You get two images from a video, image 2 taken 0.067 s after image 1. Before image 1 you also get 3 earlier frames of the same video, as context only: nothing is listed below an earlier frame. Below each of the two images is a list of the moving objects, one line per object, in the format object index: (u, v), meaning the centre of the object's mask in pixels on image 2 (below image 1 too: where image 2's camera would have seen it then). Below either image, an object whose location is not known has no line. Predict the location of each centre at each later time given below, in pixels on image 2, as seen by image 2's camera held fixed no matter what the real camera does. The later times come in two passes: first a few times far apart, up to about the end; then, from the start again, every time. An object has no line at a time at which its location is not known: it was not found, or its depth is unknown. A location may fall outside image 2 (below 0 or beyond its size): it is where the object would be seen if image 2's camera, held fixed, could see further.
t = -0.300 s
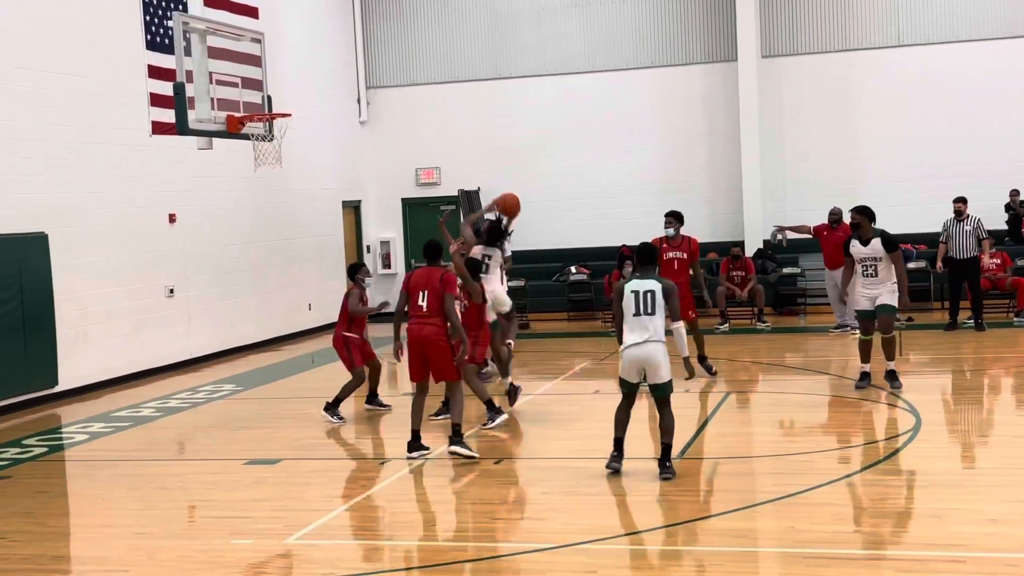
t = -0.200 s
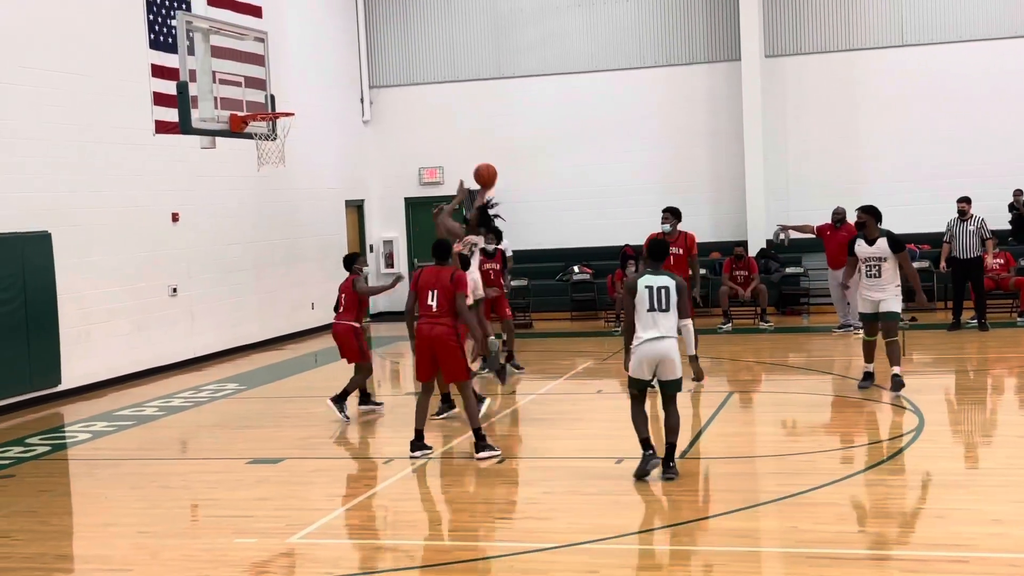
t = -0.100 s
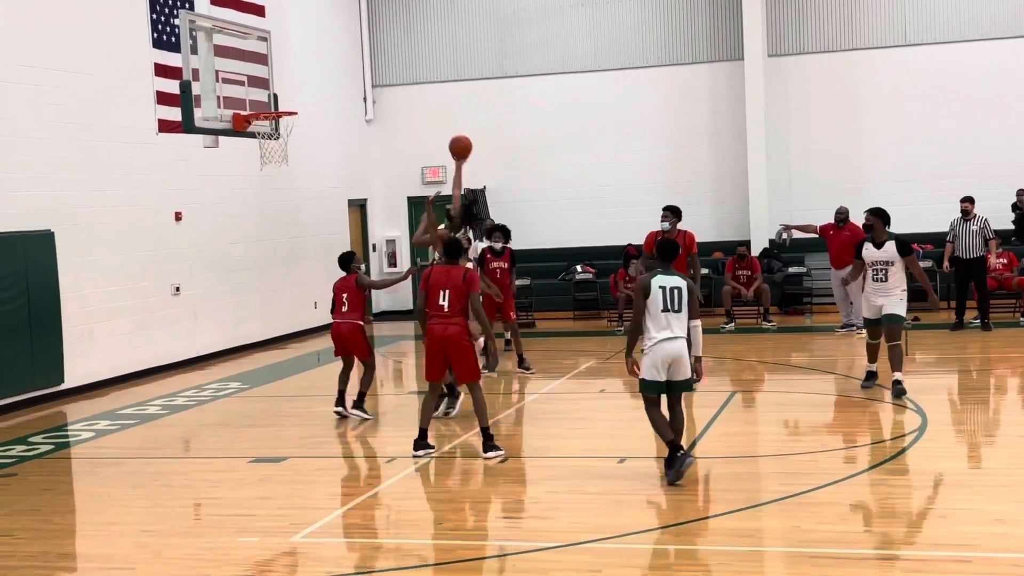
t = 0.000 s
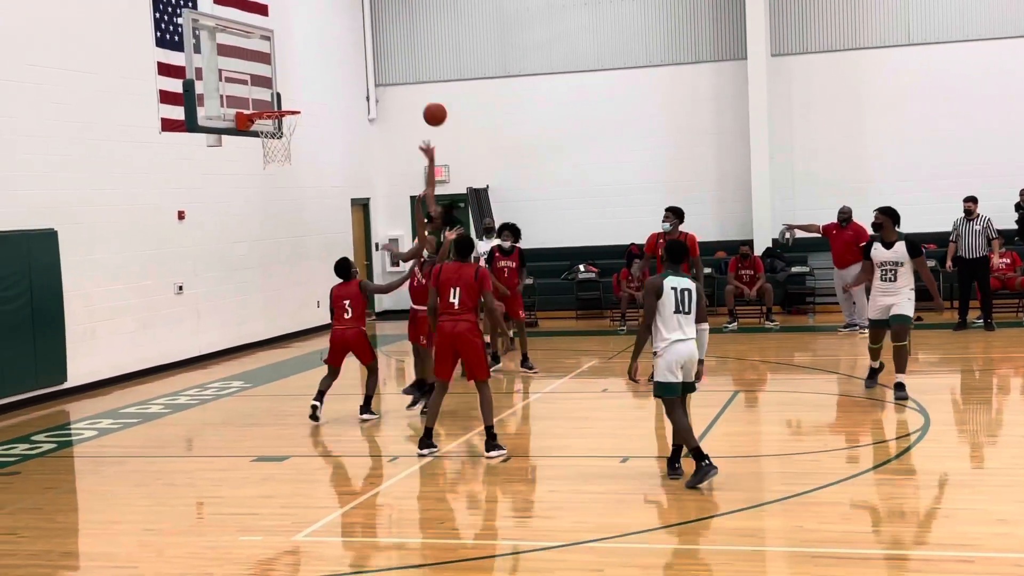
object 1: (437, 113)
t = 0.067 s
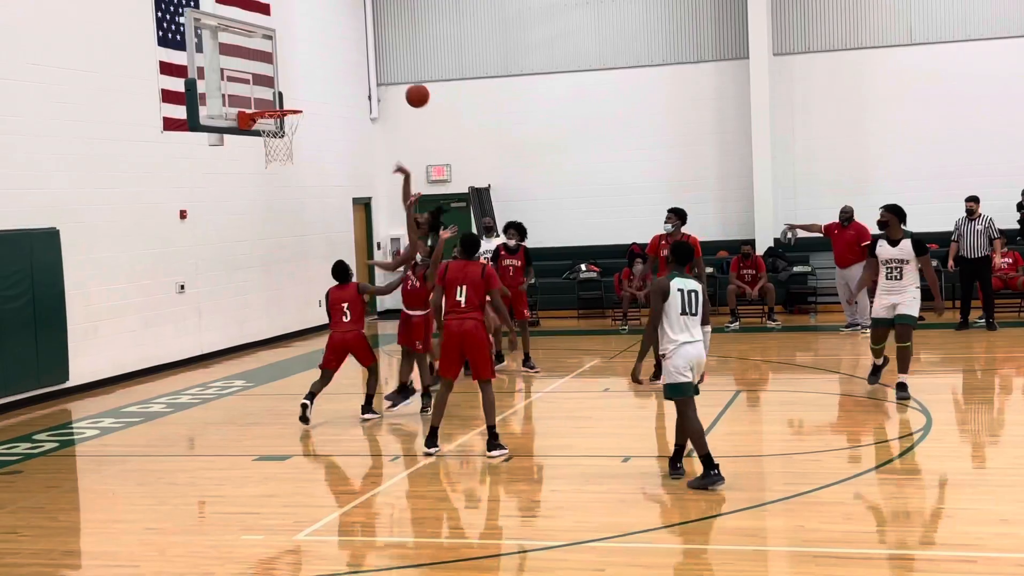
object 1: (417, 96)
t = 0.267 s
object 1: (360, 67)
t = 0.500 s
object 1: (295, 84)
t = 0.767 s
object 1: (252, 98)
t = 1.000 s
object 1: (293, 100)
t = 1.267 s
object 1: (282, 119)
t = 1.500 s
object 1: (272, 156)
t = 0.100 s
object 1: (408, 88)
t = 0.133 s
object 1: (398, 82)
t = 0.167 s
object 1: (389, 77)
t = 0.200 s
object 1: (379, 72)
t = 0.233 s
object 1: (370, 69)
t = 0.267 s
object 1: (360, 67)
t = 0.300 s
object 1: (351, 66)
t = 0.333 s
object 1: (341, 66)
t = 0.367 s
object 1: (332, 68)
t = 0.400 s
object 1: (323, 70)
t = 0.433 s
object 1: (313, 74)
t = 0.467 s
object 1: (304, 78)
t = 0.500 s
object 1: (295, 84)
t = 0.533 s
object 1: (286, 91)
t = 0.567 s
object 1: (277, 99)
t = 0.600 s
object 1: (272, 98)
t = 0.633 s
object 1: (267, 97)
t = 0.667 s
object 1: (262, 97)
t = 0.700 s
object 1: (258, 98)
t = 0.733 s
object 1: (253, 100)
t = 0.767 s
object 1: (252, 98)
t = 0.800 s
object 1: (258, 96)
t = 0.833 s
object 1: (263, 94)
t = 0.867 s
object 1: (269, 93)
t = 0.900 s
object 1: (275, 94)
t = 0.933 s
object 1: (281, 95)
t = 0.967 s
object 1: (287, 98)
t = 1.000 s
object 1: (293, 100)
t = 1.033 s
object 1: (292, 100)
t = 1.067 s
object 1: (290, 99)
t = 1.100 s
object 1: (289, 99)
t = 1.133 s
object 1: (287, 100)
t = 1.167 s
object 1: (286, 101)
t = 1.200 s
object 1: (284, 104)
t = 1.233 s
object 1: (284, 112)
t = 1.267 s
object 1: (282, 119)
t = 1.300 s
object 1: (279, 125)
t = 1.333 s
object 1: (279, 130)
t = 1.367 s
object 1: (277, 136)
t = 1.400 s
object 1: (276, 141)
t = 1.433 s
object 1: (275, 144)
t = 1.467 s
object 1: (274, 150)
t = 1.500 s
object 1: (272, 156)
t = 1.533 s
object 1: (271, 164)
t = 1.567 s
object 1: (270, 172)
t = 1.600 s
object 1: (269, 182)
